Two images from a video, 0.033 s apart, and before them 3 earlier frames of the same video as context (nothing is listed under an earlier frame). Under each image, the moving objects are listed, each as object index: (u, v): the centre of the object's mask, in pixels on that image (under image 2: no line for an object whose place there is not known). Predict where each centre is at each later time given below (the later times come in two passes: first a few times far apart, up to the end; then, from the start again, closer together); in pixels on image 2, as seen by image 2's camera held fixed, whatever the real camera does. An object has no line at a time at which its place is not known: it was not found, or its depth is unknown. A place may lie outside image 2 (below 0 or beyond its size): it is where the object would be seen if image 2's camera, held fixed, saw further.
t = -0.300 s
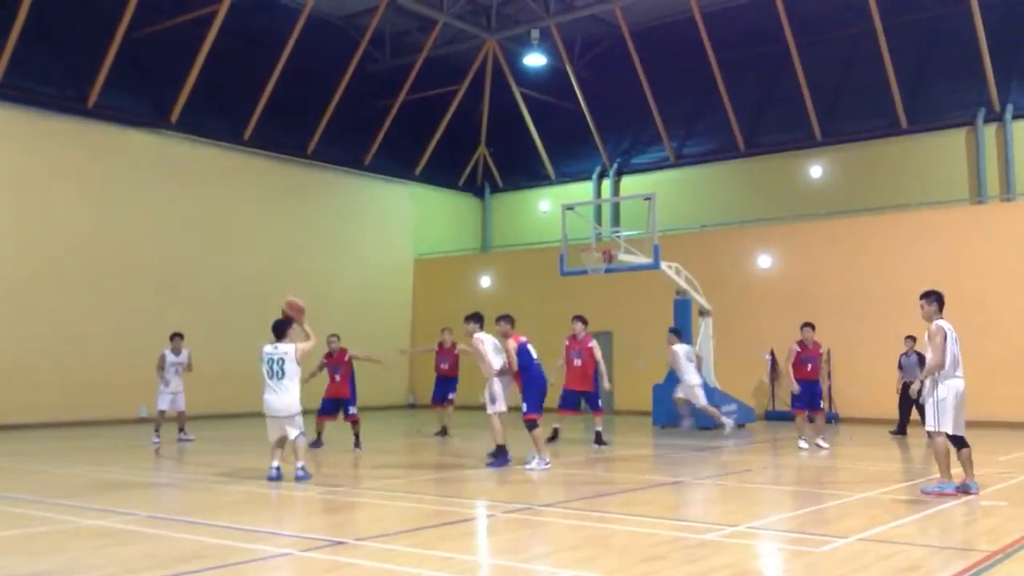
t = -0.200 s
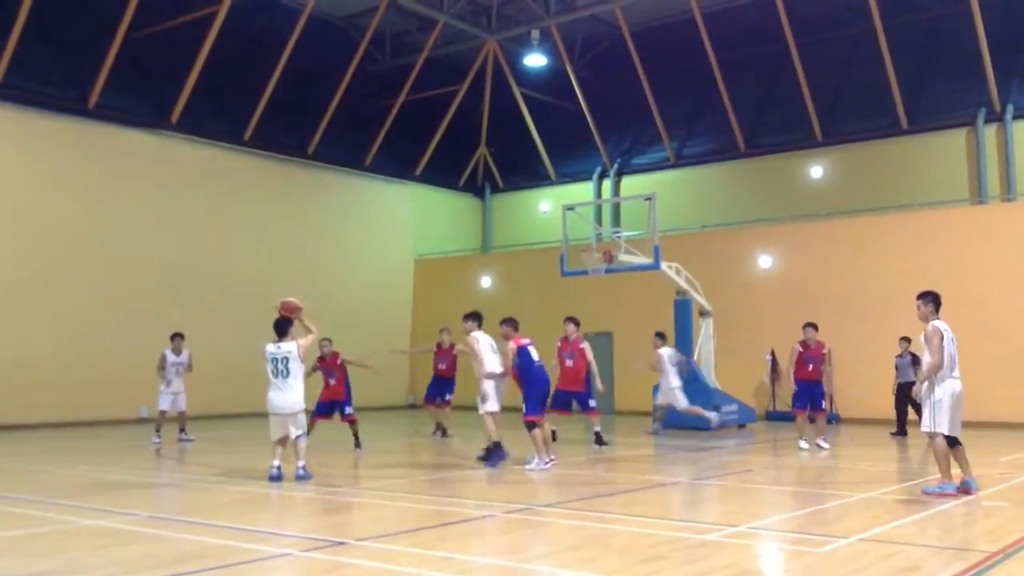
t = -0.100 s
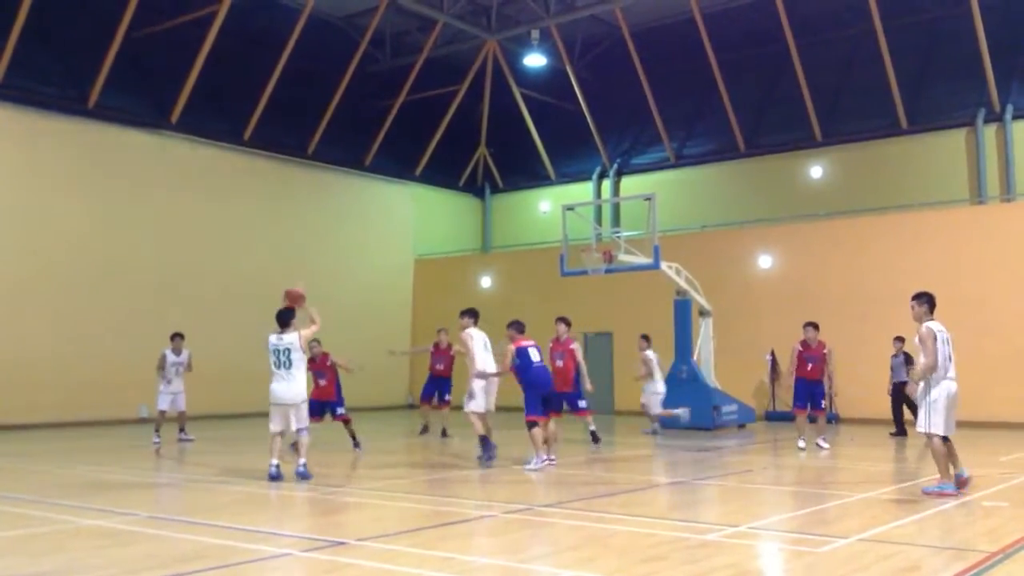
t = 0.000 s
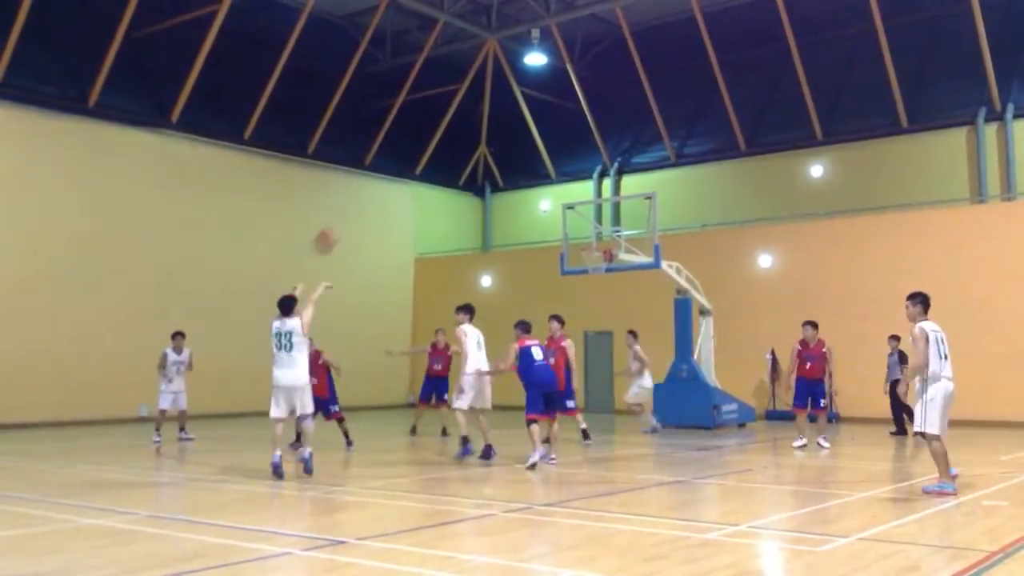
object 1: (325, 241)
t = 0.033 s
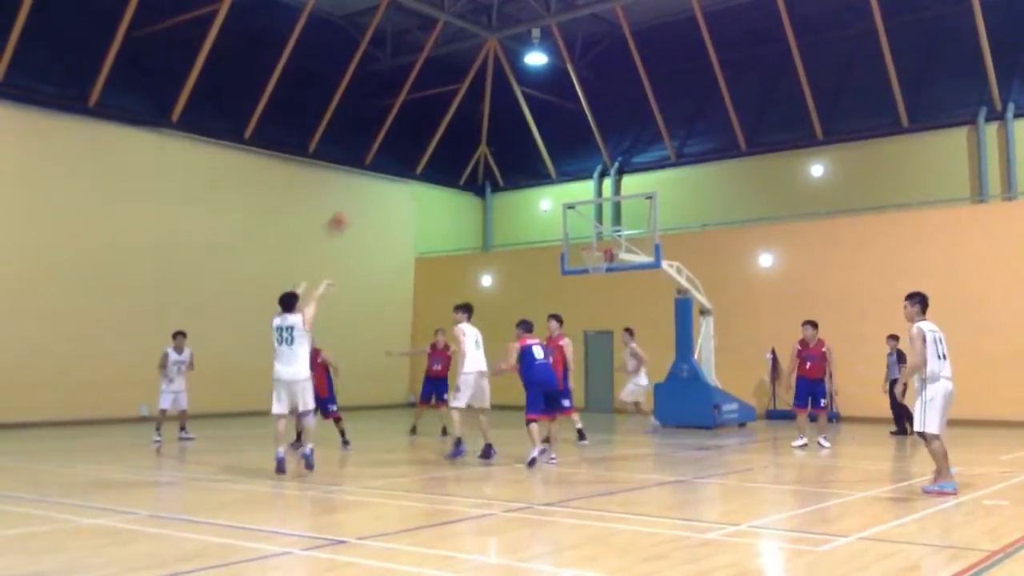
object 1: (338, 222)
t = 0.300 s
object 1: (420, 127)
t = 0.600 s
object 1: (489, 104)
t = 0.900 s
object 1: (544, 139)
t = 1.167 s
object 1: (584, 208)
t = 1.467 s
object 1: (584, 209)
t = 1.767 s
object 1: (558, 193)
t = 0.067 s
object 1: (348, 205)
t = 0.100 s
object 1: (359, 190)
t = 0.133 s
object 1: (372, 176)
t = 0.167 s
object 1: (382, 162)
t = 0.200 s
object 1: (392, 152)
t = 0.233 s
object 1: (401, 144)
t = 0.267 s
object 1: (410, 135)
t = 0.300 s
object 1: (420, 127)
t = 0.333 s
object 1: (428, 122)
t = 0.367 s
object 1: (435, 118)
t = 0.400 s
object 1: (444, 110)
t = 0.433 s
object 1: (452, 108)
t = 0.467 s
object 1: (459, 107)
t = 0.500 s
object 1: (468, 104)
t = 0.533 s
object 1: (474, 104)
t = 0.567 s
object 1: (481, 104)
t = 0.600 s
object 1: (489, 104)
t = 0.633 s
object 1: (494, 104)
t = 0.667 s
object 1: (501, 108)
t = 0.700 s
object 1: (508, 111)
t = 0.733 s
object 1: (514, 114)
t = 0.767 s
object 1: (519, 118)
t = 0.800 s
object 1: (525, 123)
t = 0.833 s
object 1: (532, 127)
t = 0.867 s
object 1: (538, 133)
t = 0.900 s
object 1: (544, 139)
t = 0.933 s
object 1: (550, 146)
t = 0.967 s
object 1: (555, 153)
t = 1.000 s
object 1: (560, 162)
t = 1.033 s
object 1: (565, 170)
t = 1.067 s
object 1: (569, 177)
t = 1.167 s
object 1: (584, 208)
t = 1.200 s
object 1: (588, 220)
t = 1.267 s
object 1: (598, 239)
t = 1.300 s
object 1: (598, 239)
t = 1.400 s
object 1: (588, 219)
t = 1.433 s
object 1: (586, 214)
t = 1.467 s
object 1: (584, 209)
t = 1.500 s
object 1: (580, 204)
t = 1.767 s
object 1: (558, 193)
